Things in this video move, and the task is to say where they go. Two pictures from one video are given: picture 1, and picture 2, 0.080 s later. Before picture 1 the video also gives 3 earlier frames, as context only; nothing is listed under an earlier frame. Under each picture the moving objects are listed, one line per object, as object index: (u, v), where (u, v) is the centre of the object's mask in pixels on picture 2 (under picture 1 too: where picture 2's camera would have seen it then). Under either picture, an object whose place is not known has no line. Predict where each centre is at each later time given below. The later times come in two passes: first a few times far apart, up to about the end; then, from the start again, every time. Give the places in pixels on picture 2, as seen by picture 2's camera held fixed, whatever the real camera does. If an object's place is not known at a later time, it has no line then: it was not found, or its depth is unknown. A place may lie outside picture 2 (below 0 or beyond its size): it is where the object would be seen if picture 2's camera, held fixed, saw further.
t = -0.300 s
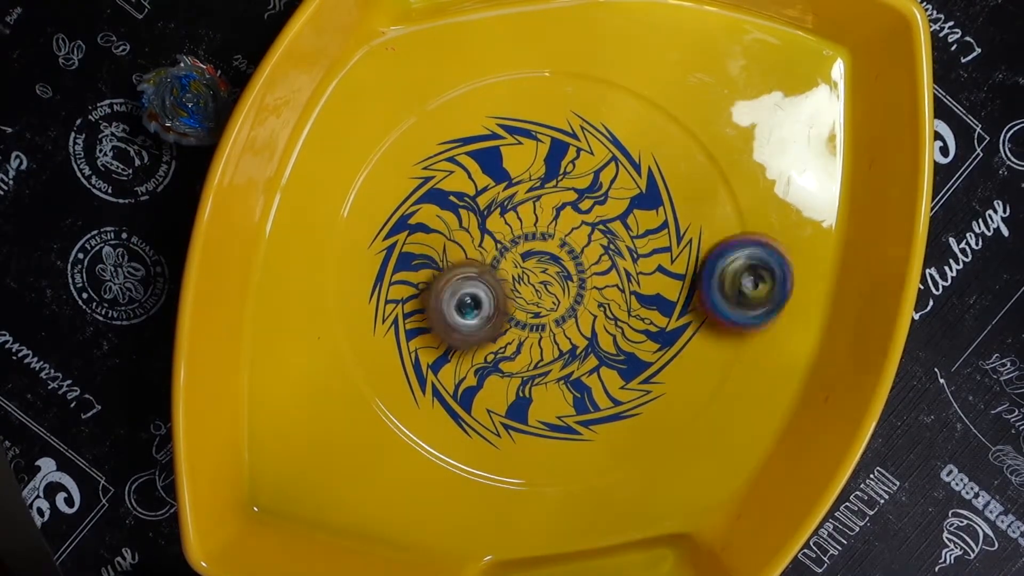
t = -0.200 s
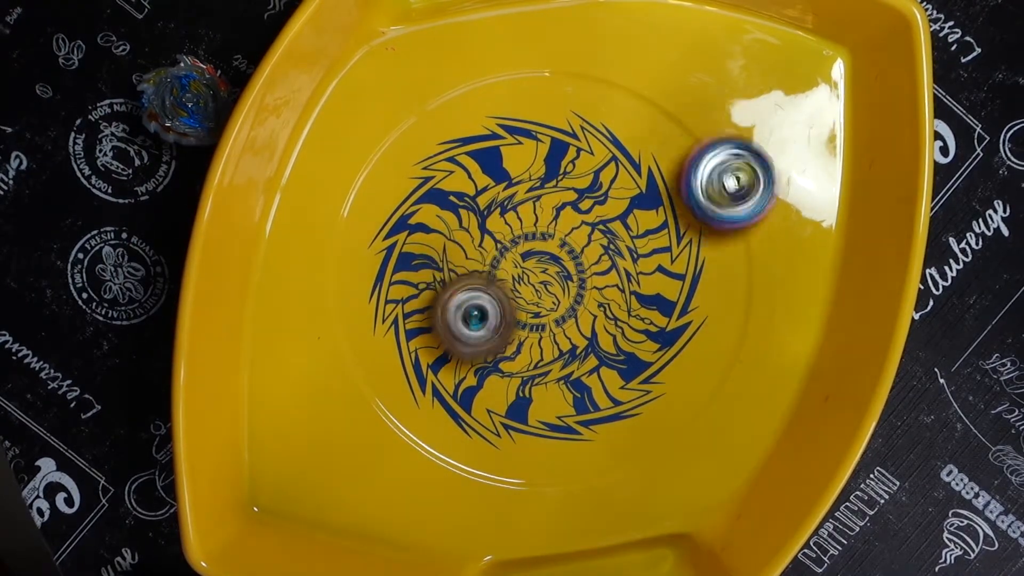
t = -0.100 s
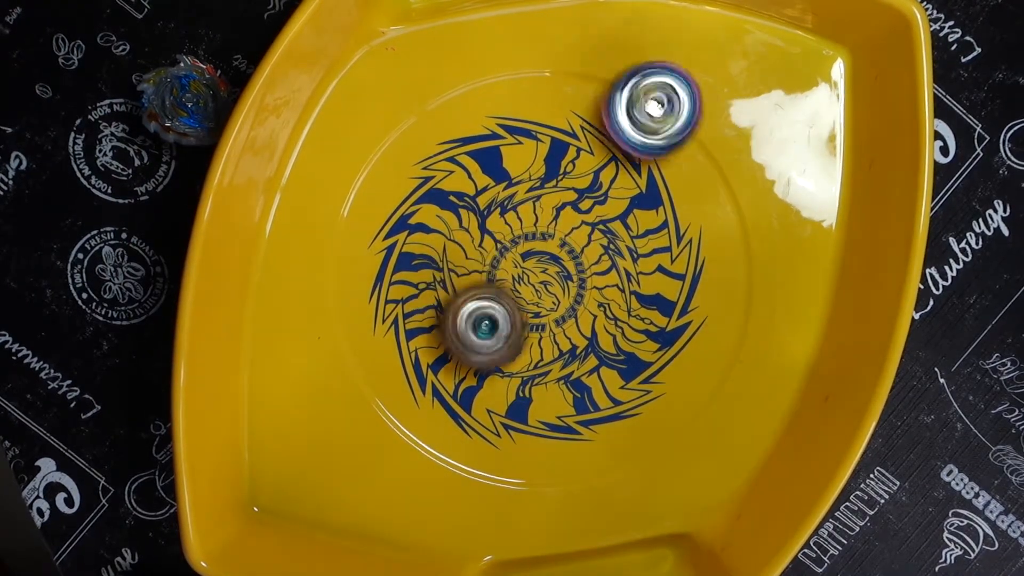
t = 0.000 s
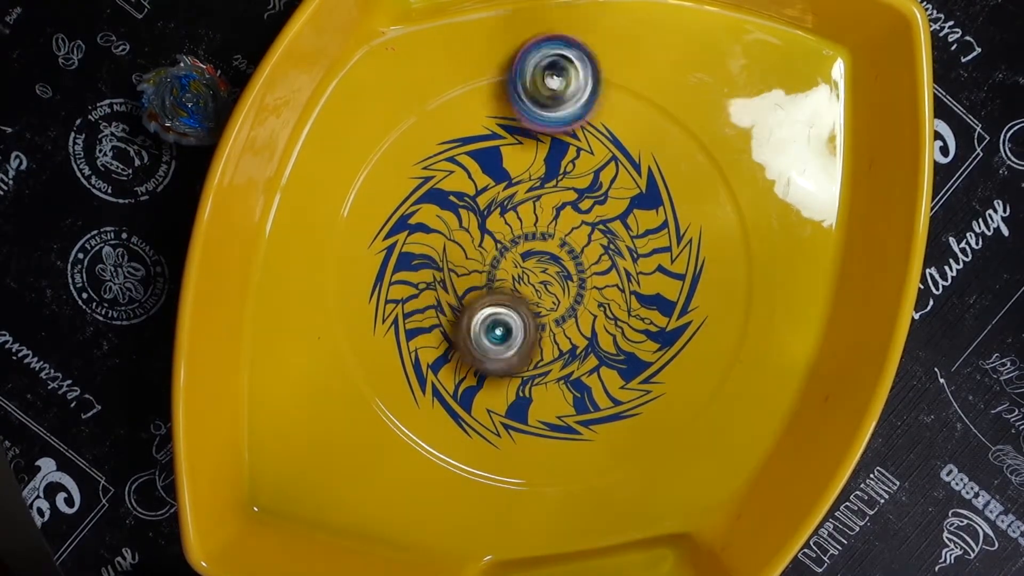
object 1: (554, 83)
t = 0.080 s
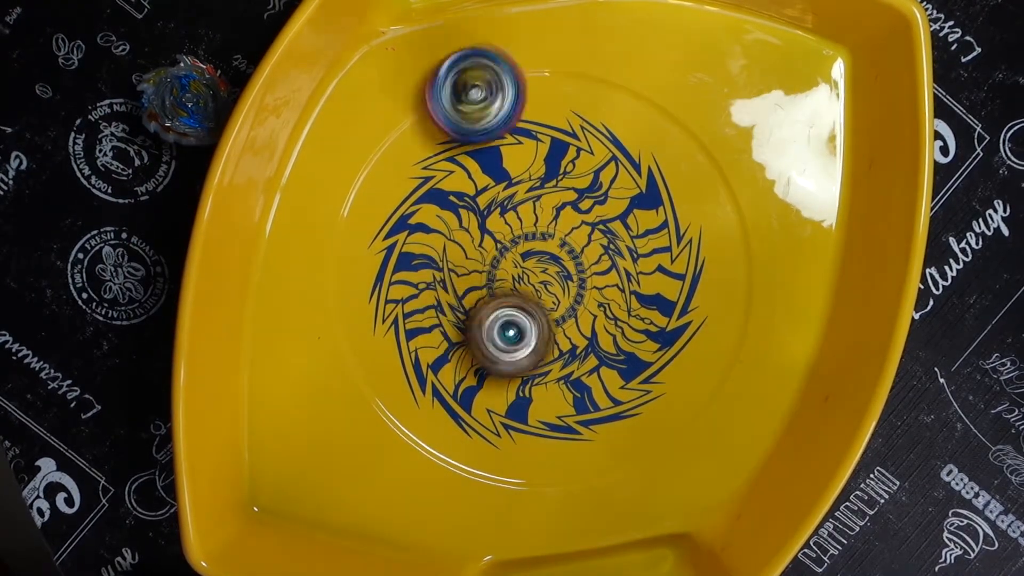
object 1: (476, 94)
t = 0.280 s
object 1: (351, 239)
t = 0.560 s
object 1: (457, 451)
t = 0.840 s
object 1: (670, 380)
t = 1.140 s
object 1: (645, 148)
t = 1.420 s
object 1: (439, 140)
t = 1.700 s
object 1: (418, 353)
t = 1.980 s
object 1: (609, 409)
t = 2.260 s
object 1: (679, 239)
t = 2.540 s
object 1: (516, 145)
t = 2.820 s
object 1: (395, 291)
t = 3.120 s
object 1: (541, 409)
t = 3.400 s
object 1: (662, 282)
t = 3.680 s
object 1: (569, 146)
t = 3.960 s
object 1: (414, 221)
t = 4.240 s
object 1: (367, 321)
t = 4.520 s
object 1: (528, 330)
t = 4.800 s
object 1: (649, 243)
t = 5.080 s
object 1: (648, 136)
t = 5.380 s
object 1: (596, 78)
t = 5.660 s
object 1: (530, 227)
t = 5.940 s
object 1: (545, 334)
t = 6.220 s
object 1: (581, 369)
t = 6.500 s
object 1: (637, 334)
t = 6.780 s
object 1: (603, 263)
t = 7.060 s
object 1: (562, 317)
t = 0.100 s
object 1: (458, 104)
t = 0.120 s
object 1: (439, 112)
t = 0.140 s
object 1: (421, 124)
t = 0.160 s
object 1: (407, 136)
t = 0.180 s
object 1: (393, 150)
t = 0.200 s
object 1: (383, 167)
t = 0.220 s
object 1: (371, 182)
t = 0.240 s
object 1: (363, 201)
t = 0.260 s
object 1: (356, 218)
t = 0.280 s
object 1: (351, 239)
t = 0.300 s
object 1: (349, 258)
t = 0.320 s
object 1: (347, 277)
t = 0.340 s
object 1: (349, 297)
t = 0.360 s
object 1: (351, 315)
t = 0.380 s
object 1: (356, 335)
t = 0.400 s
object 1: (361, 351)
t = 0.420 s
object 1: (369, 369)
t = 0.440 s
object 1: (379, 384)
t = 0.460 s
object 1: (388, 399)
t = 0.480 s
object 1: (400, 412)
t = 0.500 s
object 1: (412, 424)
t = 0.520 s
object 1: (427, 435)
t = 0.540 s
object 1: (441, 442)
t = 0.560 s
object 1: (457, 451)
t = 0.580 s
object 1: (473, 455)
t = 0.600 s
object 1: (489, 460)
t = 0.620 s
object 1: (508, 461)
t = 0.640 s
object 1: (525, 463)
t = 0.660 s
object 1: (543, 461)
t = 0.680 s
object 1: (559, 459)
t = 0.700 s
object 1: (576, 454)
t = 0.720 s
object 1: (592, 448)
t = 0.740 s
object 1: (608, 439)
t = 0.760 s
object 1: (622, 431)
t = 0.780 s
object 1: (637, 419)
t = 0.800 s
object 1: (649, 408)
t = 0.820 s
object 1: (662, 395)
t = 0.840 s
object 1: (670, 380)
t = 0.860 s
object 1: (679, 366)
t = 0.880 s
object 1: (685, 350)
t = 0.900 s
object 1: (691, 335)
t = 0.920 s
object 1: (693, 318)
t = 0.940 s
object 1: (696, 302)
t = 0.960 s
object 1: (697, 284)
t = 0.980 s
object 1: (697, 267)
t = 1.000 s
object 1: (695, 249)
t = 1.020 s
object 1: (692, 233)
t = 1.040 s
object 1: (687, 216)
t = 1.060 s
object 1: (681, 200)
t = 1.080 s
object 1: (674, 185)
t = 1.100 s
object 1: (666, 172)
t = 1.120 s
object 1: (655, 159)
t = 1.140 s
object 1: (645, 148)
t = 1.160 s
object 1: (632, 137)
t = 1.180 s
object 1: (621, 129)
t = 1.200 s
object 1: (606, 120)
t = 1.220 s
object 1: (593, 116)
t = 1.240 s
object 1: (577, 110)
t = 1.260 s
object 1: (562, 108)
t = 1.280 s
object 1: (545, 105)
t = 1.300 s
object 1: (530, 106)
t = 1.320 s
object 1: (513, 106)
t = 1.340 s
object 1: (497, 110)
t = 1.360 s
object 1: (482, 114)
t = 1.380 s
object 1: (468, 122)
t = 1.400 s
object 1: (452, 129)
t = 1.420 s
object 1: (439, 140)
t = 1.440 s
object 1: (427, 151)
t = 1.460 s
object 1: (417, 164)
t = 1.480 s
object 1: (408, 177)
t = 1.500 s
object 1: (401, 193)
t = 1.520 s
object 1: (395, 207)
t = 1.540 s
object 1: (392, 225)
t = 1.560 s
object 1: (388, 241)
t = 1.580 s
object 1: (388, 259)
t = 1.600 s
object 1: (389, 275)
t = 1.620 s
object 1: (392, 292)
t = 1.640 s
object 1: (396, 308)
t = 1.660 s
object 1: (402, 324)
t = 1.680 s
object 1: (409, 339)
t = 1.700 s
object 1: (418, 353)
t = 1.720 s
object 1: (427, 365)
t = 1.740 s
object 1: (438, 376)
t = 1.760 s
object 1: (449, 387)
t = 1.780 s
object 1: (463, 397)
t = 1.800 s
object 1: (475, 404)
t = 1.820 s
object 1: (491, 410)
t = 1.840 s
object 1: (503, 415)
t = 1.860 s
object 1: (519, 419)
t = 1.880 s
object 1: (534, 422)
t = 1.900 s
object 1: (550, 423)
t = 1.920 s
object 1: (565, 422)
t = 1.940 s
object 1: (580, 419)
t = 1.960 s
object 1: (595, 416)
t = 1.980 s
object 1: (609, 409)
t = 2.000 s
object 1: (622, 404)
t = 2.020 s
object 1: (634, 396)
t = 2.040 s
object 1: (647, 387)
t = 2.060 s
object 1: (656, 376)
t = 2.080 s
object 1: (666, 365)
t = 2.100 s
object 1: (671, 352)
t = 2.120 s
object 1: (678, 339)
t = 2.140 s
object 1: (681, 326)
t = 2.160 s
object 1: (685, 311)
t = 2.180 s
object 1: (685, 298)
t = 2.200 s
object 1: (686, 283)
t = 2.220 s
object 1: (684, 269)
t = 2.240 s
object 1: (682, 253)
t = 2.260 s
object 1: (679, 239)
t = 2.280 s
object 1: (672, 224)
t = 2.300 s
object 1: (666, 212)
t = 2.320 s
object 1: (658, 199)
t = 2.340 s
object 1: (649, 188)
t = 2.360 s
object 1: (639, 178)
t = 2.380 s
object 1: (628, 169)
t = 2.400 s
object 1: (615, 161)
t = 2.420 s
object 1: (601, 155)
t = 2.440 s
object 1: (589, 151)
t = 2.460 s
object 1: (574, 146)
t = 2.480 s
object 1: (561, 143)
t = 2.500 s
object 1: (544, 142)
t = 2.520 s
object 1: (531, 143)
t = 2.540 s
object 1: (516, 145)
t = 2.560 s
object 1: (501, 146)
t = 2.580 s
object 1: (485, 152)
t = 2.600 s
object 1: (471, 157)
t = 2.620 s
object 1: (458, 165)
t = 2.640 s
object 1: (444, 173)
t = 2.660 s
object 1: (434, 184)
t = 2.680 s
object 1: (423, 195)
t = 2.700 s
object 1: (415, 208)
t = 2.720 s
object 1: (409, 221)
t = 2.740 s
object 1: (403, 233)
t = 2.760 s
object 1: (398, 249)
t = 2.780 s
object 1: (396, 262)
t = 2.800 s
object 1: (396, 277)
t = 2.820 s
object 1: (395, 291)
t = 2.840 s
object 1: (398, 306)
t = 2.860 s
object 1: (401, 320)
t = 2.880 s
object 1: (407, 333)
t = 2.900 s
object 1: (412, 347)
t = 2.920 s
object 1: (421, 357)
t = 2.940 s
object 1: (430, 370)
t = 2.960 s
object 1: (439, 378)
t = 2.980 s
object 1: (450, 386)
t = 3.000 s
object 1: (461, 393)
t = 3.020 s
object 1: (473, 398)
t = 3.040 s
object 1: (487, 404)
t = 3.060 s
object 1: (500, 405)
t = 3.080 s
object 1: (513, 409)
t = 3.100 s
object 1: (527, 408)
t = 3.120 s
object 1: (541, 409)
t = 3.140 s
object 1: (553, 406)
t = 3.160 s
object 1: (567, 402)
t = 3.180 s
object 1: (580, 398)
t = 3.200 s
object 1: (594, 390)
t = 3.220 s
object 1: (605, 384)
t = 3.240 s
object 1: (615, 375)
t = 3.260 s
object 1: (626, 367)
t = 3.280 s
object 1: (635, 357)
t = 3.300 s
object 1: (642, 346)
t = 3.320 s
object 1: (648, 334)
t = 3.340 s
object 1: (653, 320)
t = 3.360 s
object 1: (657, 309)
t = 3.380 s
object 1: (659, 297)
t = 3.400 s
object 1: (662, 282)
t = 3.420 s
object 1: (662, 270)
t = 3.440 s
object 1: (661, 256)
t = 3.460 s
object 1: (660, 242)
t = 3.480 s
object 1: (656, 231)
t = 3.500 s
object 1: (652, 217)
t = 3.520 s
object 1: (647, 206)
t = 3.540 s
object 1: (640, 194)
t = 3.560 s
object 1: (634, 184)
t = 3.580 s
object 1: (625, 176)
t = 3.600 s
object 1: (616, 166)
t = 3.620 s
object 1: (605, 160)
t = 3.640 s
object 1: (593, 154)
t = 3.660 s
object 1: (583, 149)
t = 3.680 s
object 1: (569, 146)
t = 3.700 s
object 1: (557, 142)
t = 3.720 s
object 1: (544, 143)
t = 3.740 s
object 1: (530, 144)
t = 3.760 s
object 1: (519, 145)
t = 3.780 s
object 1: (507, 150)
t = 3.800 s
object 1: (493, 153)
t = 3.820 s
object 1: (481, 161)
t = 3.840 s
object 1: (468, 169)
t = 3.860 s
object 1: (459, 177)
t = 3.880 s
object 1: (450, 188)
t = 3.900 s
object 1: (442, 197)
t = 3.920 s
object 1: (435, 209)
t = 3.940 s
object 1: (425, 217)
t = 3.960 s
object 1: (414, 221)
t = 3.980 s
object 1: (403, 224)
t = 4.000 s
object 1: (392, 228)
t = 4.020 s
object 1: (382, 234)
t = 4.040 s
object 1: (375, 241)
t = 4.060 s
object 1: (369, 246)
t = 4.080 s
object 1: (364, 254)
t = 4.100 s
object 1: (358, 261)
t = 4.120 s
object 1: (355, 270)
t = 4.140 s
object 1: (352, 278)
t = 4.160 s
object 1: (352, 286)
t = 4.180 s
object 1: (353, 296)
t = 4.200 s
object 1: (355, 304)
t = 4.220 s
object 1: (361, 313)
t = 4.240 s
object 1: (367, 321)
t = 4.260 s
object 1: (373, 326)
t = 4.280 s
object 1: (383, 333)
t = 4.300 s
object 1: (393, 339)
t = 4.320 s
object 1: (405, 342)
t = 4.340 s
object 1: (417, 346)
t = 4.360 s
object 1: (429, 348)
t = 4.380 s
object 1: (443, 348)
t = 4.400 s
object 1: (455, 349)
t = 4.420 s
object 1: (467, 347)
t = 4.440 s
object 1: (481, 344)
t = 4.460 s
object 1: (493, 341)
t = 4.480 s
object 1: (505, 336)
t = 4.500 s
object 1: (516, 333)
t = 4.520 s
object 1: (528, 330)
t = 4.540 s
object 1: (539, 323)
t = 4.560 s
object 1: (550, 318)
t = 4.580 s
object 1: (560, 314)
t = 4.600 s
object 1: (570, 307)
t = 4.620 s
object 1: (580, 302)
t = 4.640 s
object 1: (589, 296)
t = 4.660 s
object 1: (598, 290)
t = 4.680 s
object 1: (607, 284)
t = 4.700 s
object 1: (614, 277)
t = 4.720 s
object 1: (622, 271)
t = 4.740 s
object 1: (629, 265)
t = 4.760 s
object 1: (637, 257)
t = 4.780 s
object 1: (644, 249)
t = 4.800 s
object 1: (649, 243)
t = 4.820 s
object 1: (654, 235)
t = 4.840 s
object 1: (659, 227)
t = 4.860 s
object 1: (664, 219)
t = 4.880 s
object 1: (668, 207)
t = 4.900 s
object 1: (671, 197)
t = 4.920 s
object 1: (672, 189)
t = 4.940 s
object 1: (673, 178)
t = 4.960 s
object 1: (673, 170)
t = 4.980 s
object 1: (670, 163)
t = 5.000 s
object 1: (669, 155)
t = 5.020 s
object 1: (665, 150)
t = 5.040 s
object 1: (660, 145)
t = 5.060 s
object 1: (654, 139)
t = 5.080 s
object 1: (648, 136)
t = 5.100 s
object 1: (639, 134)
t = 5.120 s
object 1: (639, 125)
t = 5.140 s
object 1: (640, 113)
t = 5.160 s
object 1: (641, 100)
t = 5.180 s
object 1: (640, 92)
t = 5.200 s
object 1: (636, 86)
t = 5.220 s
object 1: (633, 81)
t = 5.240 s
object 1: (628, 76)
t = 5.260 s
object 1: (625, 72)
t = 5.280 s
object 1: (622, 71)
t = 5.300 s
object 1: (618, 70)
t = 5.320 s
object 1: (614, 70)
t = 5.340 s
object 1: (608, 73)
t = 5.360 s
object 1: (603, 75)
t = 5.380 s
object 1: (596, 78)
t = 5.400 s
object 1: (590, 84)
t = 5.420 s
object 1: (582, 92)
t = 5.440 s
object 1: (575, 100)
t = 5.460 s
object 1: (570, 109)
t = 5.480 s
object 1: (565, 120)
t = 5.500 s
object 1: (560, 131)
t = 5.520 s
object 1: (555, 141)
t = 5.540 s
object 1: (551, 155)
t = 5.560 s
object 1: (547, 167)
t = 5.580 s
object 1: (542, 179)
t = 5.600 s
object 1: (540, 193)
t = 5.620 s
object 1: (536, 205)
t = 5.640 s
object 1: (532, 217)
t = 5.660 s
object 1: (530, 227)
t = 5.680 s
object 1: (528, 239)
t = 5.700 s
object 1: (526, 250)
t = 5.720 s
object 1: (523, 260)
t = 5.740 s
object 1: (521, 271)
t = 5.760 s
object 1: (519, 279)
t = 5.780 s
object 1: (516, 288)
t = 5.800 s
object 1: (515, 296)
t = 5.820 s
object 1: (510, 304)
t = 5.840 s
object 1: (513, 311)
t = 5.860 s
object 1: (521, 314)
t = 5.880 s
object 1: (528, 320)
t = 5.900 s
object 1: (534, 324)
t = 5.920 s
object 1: (540, 329)
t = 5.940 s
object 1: (545, 334)
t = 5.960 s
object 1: (547, 339)
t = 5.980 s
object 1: (549, 344)
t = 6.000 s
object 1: (551, 348)
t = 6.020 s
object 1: (554, 353)
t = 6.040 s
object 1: (556, 358)
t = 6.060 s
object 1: (557, 361)
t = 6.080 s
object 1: (560, 365)
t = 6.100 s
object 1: (562, 368)
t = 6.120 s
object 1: (565, 371)
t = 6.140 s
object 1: (568, 371)
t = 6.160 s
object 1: (571, 372)
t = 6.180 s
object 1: (575, 372)
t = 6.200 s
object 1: (577, 371)
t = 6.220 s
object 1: (581, 369)
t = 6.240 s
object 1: (581, 367)
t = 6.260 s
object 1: (583, 363)
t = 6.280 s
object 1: (584, 359)
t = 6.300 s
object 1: (585, 354)
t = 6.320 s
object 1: (586, 349)
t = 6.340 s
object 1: (587, 346)
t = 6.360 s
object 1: (593, 347)
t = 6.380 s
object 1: (602, 346)
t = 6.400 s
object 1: (610, 345)
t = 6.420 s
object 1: (617, 345)
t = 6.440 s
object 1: (621, 342)
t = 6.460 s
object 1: (627, 338)
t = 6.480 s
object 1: (632, 336)
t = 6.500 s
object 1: (637, 334)
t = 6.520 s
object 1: (637, 329)
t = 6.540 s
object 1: (640, 325)
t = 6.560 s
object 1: (643, 318)
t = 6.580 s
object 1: (644, 314)
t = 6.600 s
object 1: (642, 308)
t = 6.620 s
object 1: (642, 301)
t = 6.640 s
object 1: (641, 295)
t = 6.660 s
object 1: (638, 290)
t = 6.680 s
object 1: (632, 285)
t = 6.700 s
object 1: (627, 279)
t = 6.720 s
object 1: (624, 274)
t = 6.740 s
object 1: (618, 271)
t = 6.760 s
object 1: (611, 268)
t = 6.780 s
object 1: (603, 263)
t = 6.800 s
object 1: (598, 260)
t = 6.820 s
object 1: (592, 258)
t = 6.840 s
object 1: (585, 257)
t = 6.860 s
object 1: (577, 255)
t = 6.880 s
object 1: (569, 253)
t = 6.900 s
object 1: (562, 252)
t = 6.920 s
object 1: (555, 252)
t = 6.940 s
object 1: (551, 255)
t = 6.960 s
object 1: (553, 268)
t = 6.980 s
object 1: (558, 279)
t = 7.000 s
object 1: (560, 290)
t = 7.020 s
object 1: (562, 301)
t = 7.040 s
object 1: (563, 310)
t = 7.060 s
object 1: (562, 317)
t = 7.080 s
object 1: (563, 322)
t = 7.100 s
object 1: (564, 329)
